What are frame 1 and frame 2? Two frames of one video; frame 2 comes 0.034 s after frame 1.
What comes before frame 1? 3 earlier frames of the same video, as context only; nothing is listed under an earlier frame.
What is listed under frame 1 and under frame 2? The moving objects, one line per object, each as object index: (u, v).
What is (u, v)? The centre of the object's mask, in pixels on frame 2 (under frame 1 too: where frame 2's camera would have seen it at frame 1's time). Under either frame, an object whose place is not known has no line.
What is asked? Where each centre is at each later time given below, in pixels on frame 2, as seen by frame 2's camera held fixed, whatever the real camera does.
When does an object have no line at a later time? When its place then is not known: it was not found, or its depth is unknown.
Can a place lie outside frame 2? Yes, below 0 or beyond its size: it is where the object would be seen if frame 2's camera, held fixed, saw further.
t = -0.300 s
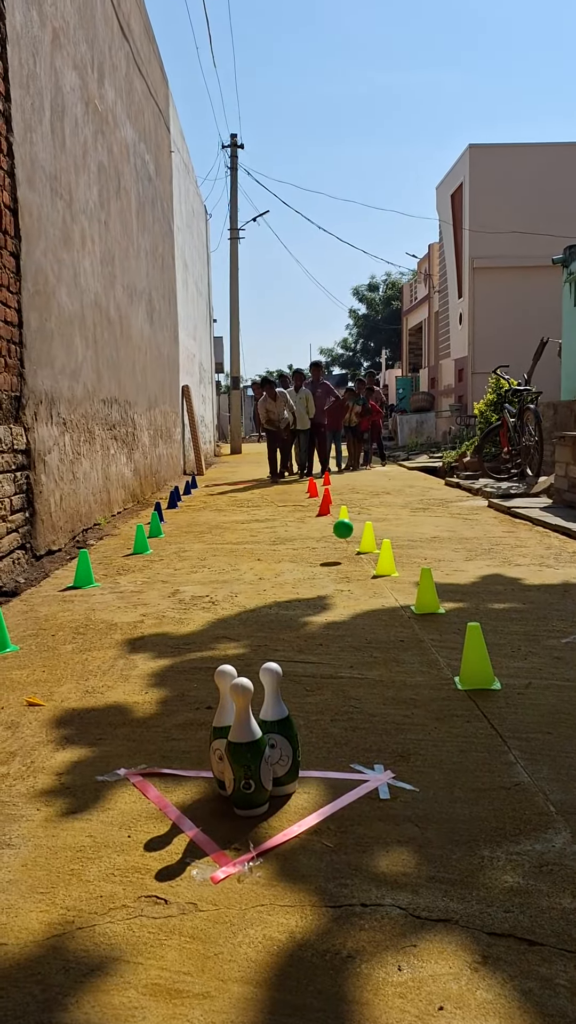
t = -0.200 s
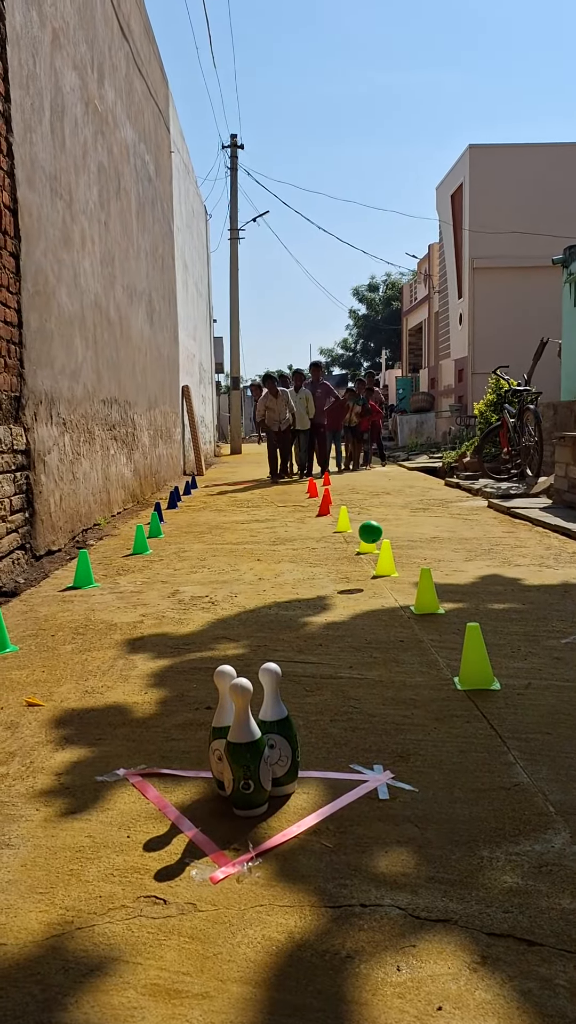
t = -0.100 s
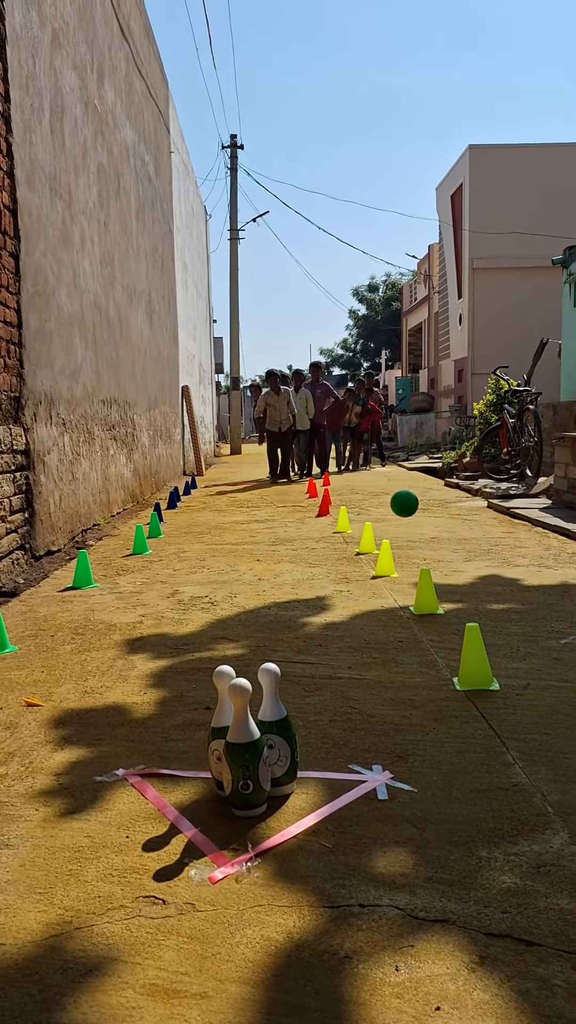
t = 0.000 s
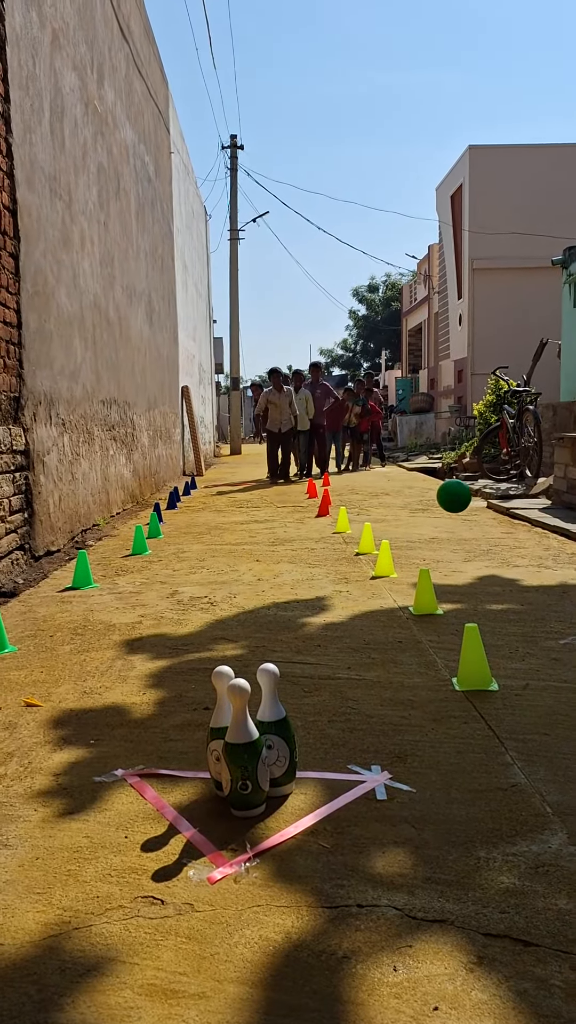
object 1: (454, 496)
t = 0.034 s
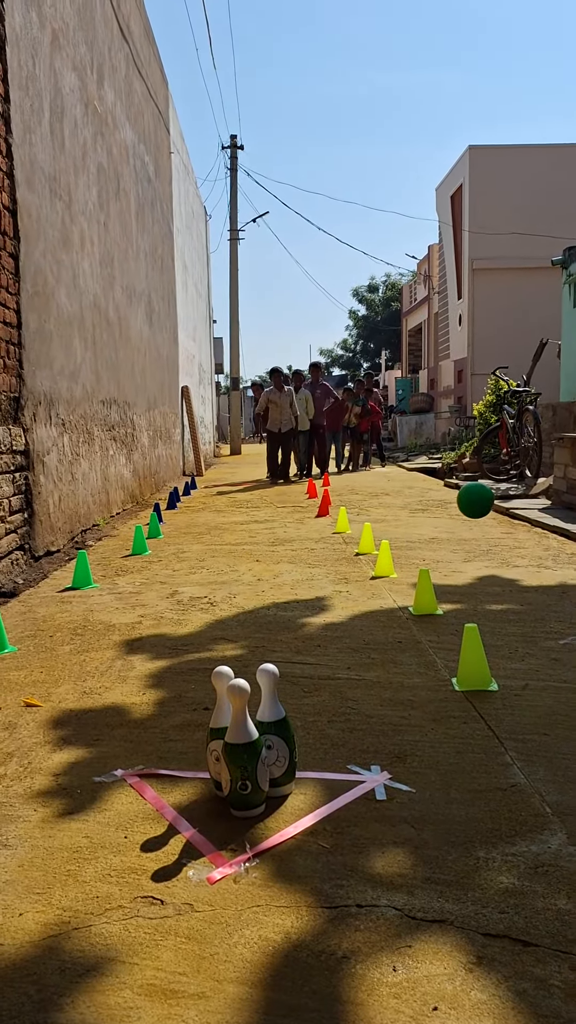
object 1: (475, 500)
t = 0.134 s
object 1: (561, 549)
